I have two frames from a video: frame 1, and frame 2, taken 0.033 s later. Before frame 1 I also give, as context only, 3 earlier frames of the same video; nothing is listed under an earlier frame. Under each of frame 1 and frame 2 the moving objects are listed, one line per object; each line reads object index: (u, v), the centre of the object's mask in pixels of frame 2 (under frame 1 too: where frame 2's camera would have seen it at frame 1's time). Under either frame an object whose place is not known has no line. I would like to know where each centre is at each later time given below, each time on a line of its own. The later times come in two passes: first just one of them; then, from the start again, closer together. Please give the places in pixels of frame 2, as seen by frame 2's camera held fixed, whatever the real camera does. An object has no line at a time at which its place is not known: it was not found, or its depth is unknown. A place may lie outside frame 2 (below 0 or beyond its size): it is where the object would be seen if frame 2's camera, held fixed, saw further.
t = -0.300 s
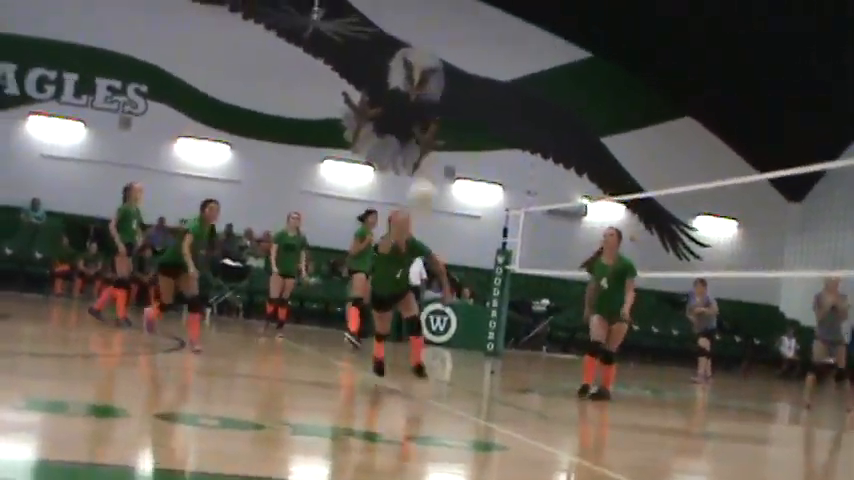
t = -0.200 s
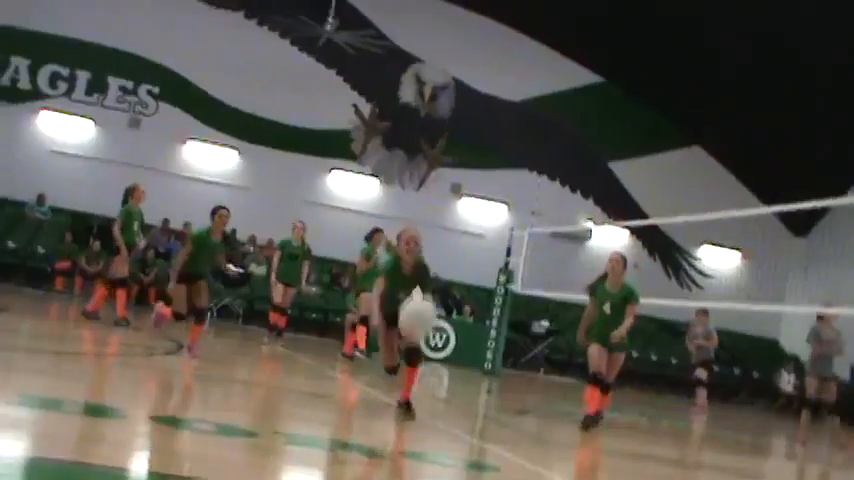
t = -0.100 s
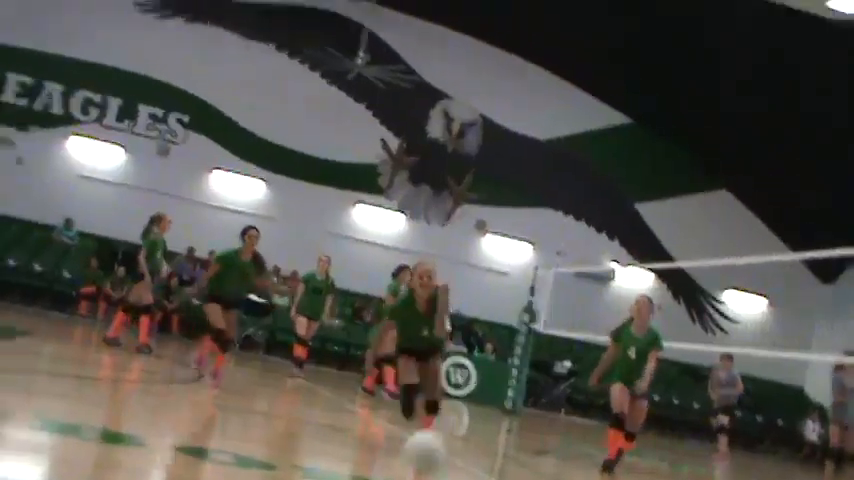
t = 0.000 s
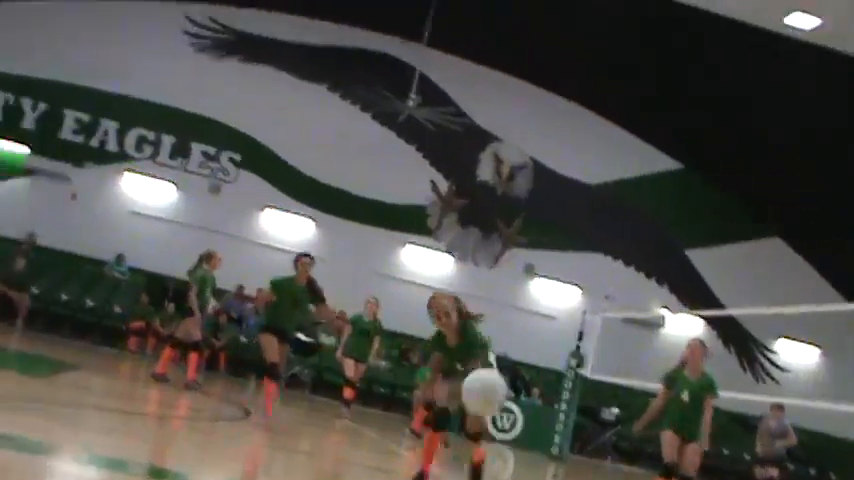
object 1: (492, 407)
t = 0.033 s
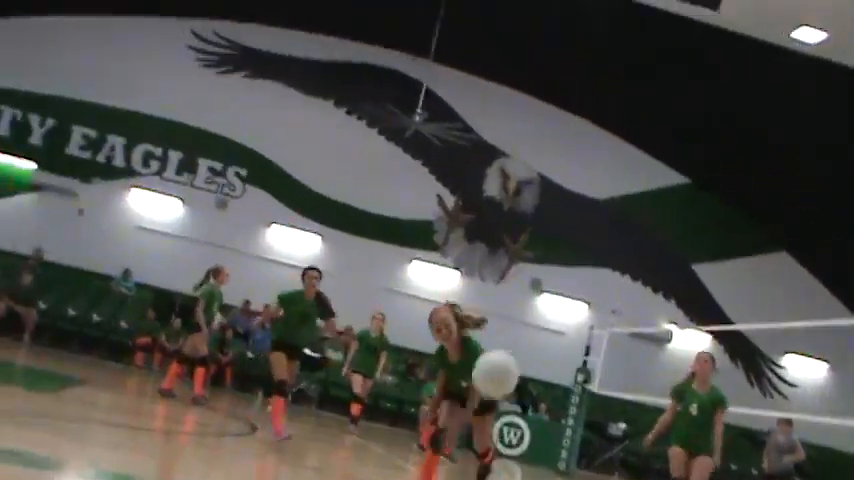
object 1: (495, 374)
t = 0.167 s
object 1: (504, 254)
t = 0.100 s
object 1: (500, 309)
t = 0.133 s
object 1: (502, 281)
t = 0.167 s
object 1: (504, 254)
